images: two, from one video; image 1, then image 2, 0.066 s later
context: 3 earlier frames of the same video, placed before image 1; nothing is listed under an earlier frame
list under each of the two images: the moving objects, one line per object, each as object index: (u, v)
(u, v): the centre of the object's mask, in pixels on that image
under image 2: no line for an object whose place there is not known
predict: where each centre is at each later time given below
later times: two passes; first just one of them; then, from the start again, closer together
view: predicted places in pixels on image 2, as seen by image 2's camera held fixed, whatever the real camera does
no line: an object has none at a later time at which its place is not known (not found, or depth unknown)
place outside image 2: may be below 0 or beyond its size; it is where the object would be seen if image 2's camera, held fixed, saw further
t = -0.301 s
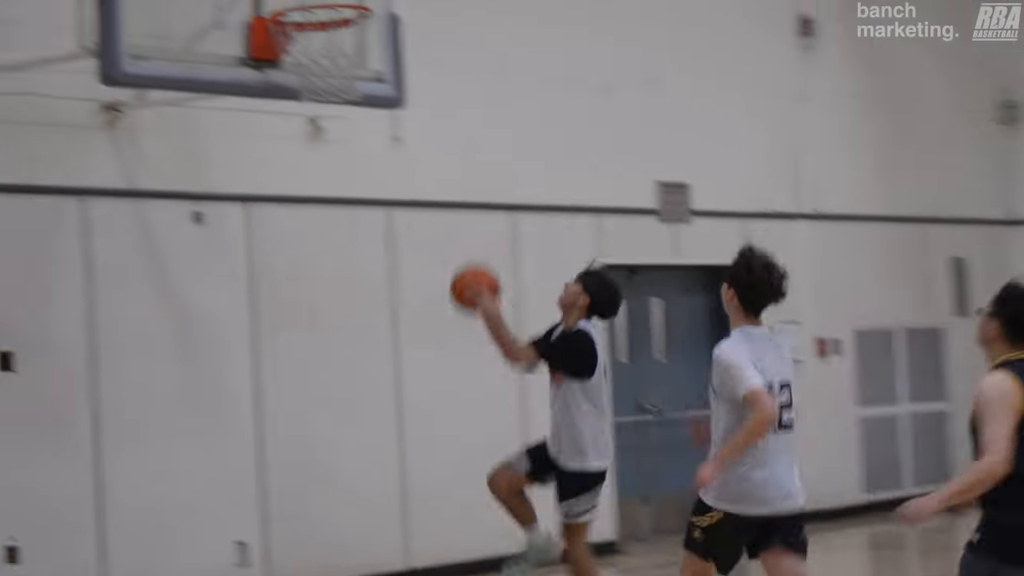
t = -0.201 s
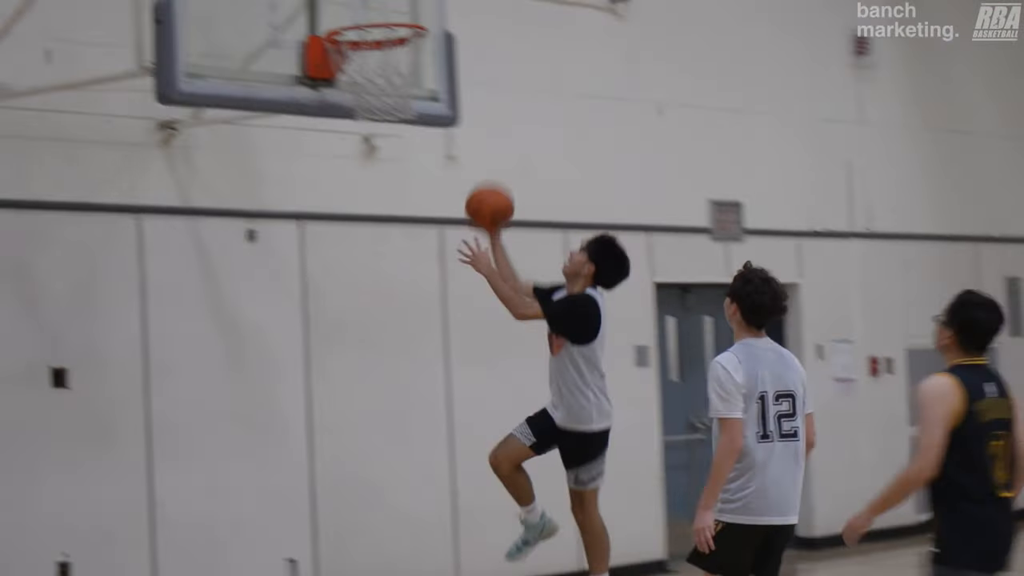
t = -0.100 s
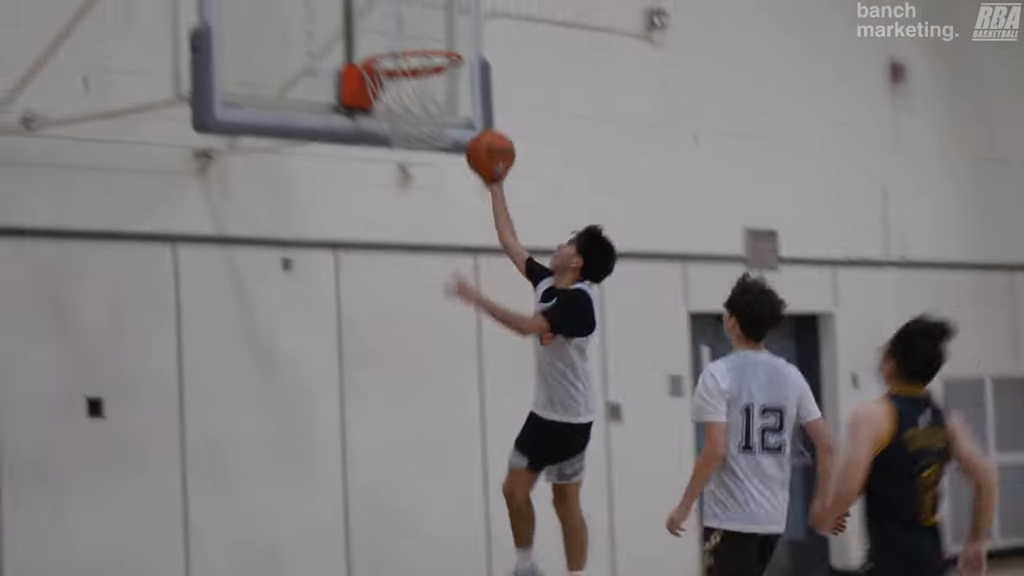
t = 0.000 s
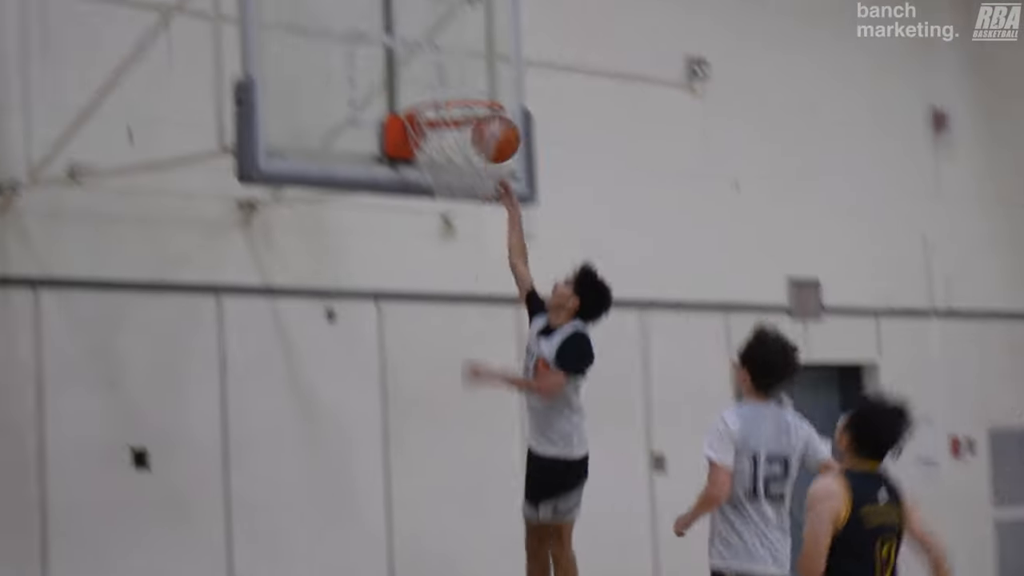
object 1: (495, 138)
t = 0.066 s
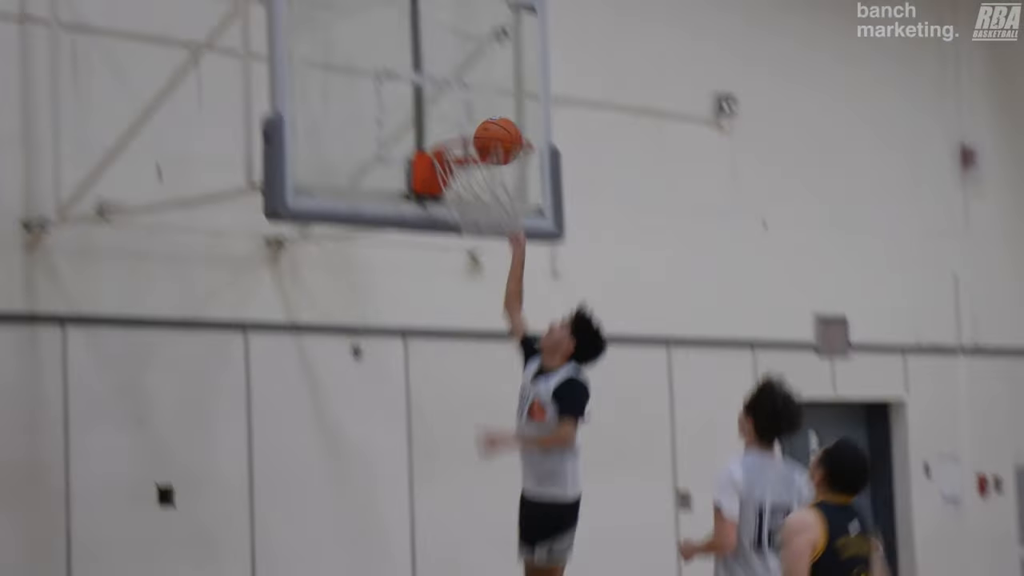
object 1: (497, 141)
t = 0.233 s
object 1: (481, 100)
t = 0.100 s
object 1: (485, 127)
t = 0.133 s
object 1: (482, 116)
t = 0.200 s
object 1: (481, 103)
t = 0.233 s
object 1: (481, 100)
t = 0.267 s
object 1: (481, 98)
